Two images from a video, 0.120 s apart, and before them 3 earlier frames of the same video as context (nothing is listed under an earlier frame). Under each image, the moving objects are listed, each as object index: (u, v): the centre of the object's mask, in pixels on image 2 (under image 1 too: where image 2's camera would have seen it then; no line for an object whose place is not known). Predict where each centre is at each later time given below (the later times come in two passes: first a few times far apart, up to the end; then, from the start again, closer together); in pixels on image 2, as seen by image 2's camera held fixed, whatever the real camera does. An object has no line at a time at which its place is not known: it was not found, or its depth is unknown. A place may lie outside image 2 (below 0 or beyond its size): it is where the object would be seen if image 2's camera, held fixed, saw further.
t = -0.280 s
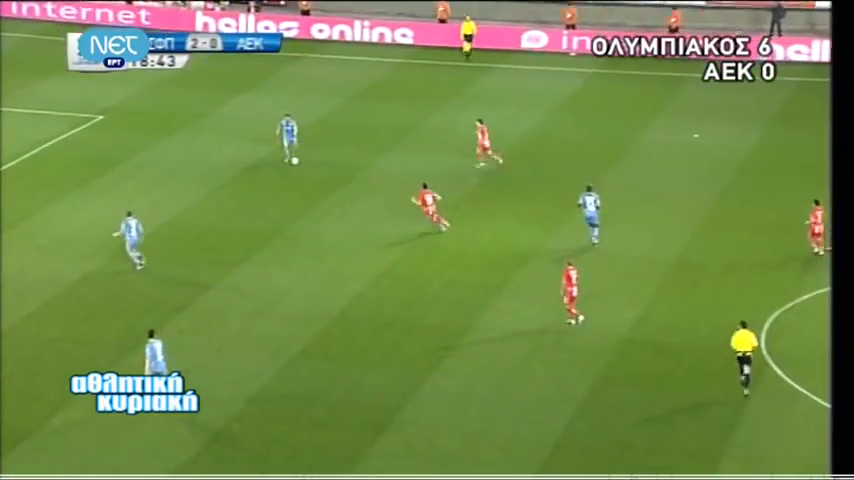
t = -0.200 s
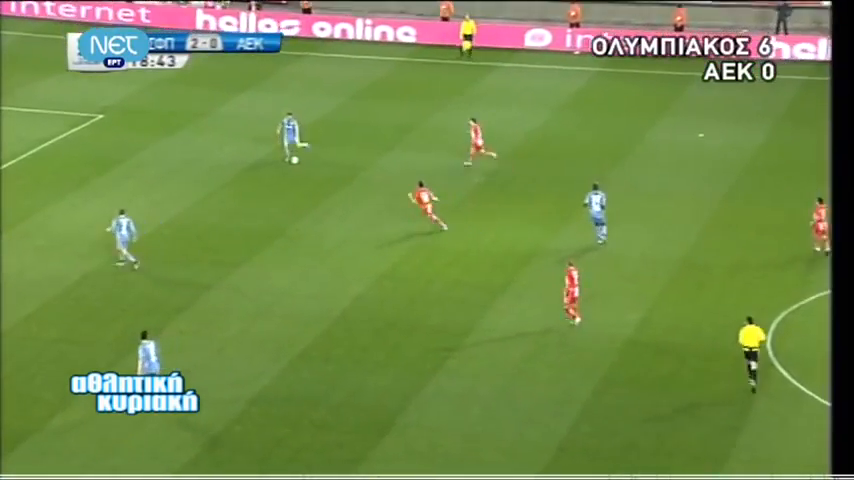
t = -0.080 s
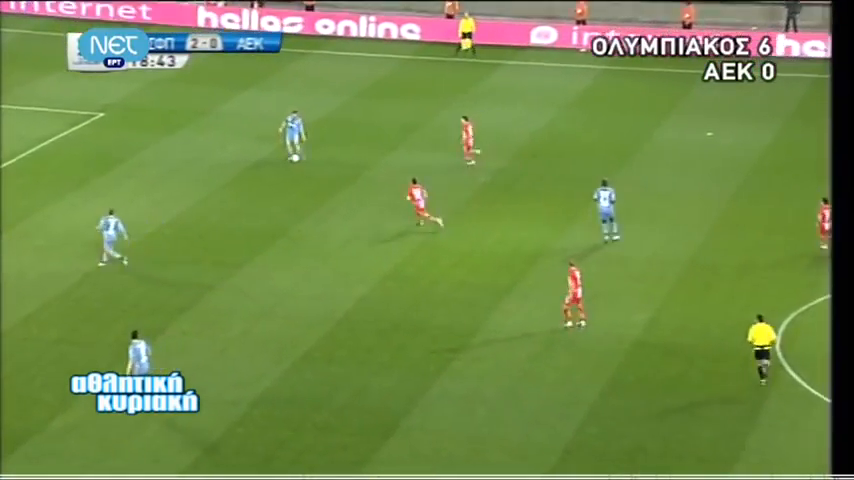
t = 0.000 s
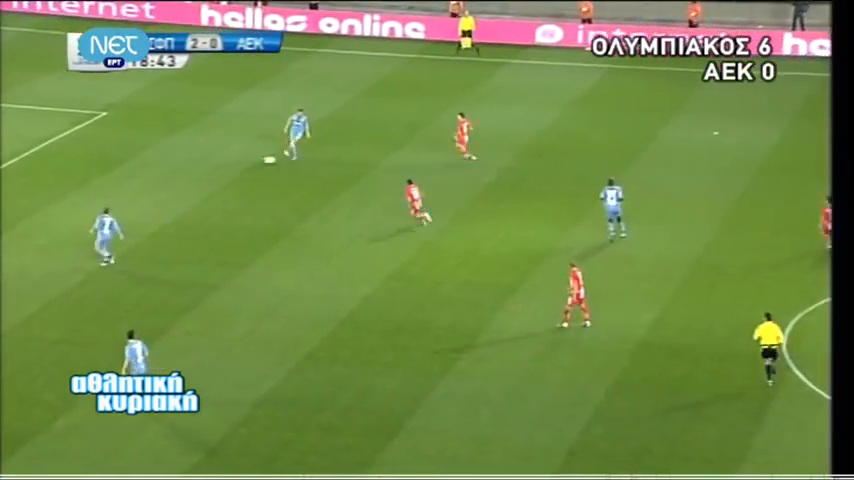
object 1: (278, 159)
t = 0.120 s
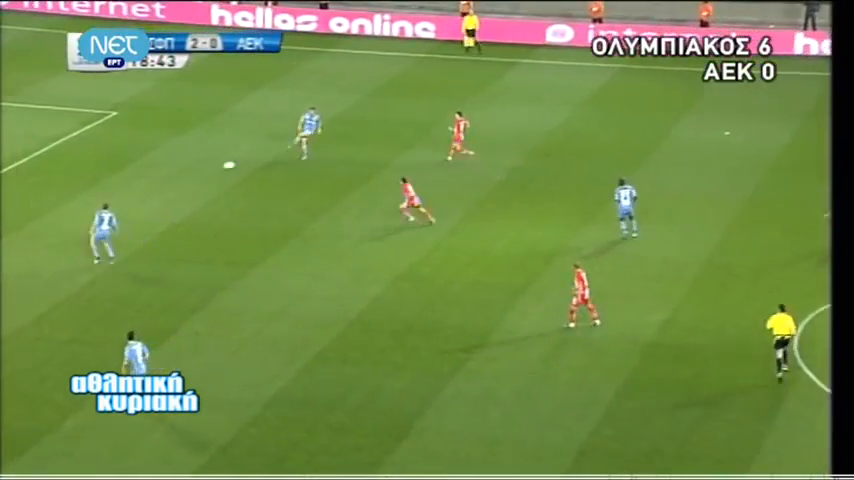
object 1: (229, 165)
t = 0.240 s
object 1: (181, 169)
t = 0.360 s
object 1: (136, 174)
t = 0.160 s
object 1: (212, 166)
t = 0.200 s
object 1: (196, 167)
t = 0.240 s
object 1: (181, 169)
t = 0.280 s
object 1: (167, 170)
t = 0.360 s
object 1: (136, 174)
